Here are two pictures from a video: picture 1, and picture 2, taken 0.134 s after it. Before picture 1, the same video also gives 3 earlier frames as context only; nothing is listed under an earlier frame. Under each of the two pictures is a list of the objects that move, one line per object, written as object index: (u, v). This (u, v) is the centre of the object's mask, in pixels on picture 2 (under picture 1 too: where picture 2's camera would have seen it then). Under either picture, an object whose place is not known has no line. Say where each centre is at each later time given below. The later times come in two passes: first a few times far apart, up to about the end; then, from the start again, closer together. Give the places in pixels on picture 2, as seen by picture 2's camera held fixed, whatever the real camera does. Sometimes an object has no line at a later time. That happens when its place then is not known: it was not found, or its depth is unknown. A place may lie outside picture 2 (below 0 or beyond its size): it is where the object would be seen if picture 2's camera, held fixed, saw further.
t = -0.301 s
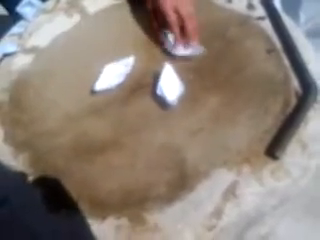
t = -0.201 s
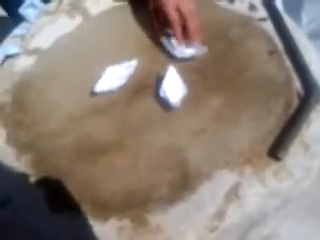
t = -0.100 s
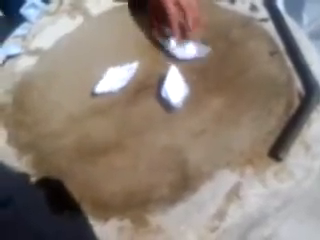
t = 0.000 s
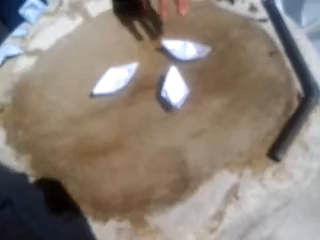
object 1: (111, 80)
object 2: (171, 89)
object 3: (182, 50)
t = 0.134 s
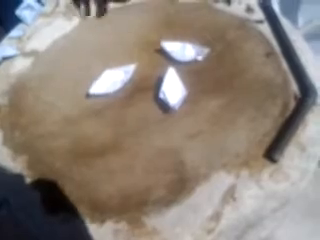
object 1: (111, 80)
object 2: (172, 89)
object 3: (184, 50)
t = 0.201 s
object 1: (111, 80)
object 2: (172, 89)
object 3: (185, 51)
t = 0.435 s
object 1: (111, 80)
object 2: (175, 87)
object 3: (191, 51)
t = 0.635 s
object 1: (110, 80)
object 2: (176, 85)
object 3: (195, 51)
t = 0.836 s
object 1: (109, 78)
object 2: (177, 84)
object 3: (200, 50)
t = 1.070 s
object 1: (107, 75)
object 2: (178, 82)
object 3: (203, 49)
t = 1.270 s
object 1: (105, 73)
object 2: (179, 81)
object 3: (205, 47)
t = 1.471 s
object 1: (103, 70)
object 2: (179, 80)
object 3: (205, 46)
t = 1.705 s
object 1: (102, 66)
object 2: (181, 79)
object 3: (204, 44)
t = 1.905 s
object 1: (100, 62)
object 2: (182, 79)
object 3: (203, 42)
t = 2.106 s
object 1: (99, 59)
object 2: (183, 78)
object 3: (201, 41)
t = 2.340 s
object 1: (99, 55)
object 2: (185, 78)
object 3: (199, 40)
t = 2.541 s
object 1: (100, 53)
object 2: (187, 77)
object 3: (198, 39)
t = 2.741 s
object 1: (101, 50)
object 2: (189, 77)
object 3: (197, 38)
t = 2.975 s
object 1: (102, 47)
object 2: (191, 77)
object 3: (195, 37)
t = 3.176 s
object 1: (103, 46)
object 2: (192, 77)
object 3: (193, 37)
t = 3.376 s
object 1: (103, 44)
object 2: (194, 78)
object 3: (191, 37)
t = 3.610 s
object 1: (104, 42)
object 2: (196, 78)
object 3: (189, 38)
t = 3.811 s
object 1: (104, 40)
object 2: (199, 79)
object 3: (187, 38)
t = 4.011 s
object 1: (105, 39)
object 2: (201, 79)
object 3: (186, 39)
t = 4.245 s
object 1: (106, 38)
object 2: (206, 80)
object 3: (185, 39)
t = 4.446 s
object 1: (107, 37)
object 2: (212, 83)
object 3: (185, 40)
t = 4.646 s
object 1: (109, 37)
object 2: (220, 87)
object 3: (185, 41)
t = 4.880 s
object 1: (111, 36)
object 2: (230, 90)
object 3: (186, 42)
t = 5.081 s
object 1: (114, 35)
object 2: (236, 93)
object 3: (188, 44)
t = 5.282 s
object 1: (117, 35)
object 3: (188, 45)
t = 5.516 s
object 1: (120, 34)
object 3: (189, 47)
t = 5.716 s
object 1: (123, 33)
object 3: (190, 48)
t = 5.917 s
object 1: (125, 34)
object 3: (191, 49)
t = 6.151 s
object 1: (128, 34)
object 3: (194, 51)
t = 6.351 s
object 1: (132, 35)
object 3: (195, 52)
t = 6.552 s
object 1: (136, 35)
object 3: (196, 53)
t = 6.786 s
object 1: (140, 36)
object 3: (199, 53)
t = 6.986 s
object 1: (143, 36)
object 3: (200, 54)
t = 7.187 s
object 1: (146, 37)
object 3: (203, 53)
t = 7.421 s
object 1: (149, 38)
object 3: (204, 53)
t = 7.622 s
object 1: (152, 39)
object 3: (206, 53)
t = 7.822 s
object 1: (155, 41)
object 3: (206, 53)
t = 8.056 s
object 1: (157, 43)
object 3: (207, 53)
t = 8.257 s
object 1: (159, 45)
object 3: (208, 53)
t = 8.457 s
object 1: (162, 46)
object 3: (209, 52)
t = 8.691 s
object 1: (165, 48)
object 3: (208, 52)
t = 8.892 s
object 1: (166, 49)
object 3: (208, 51)
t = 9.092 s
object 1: (168, 50)
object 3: (208, 50)
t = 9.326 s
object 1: (169, 52)
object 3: (208, 50)
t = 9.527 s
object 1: (170, 53)
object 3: (209, 51)
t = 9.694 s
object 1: (171, 54)
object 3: (209, 50)
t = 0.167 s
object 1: (111, 80)
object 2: (172, 89)
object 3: (185, 50)
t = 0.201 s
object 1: (111, 80)
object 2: (172, 89)
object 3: (185, 51)
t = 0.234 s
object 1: (111, 80)
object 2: (173, 89)
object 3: (186, 51)
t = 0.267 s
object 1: (111, 80)
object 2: (173, 89)
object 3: (187, 51)
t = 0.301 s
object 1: (111, 80)
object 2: (173, 88)
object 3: (187, 51)
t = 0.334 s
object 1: (111, 81)
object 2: (173, 88)
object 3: (188, 51)
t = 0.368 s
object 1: (111, 81)
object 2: (174, 88)
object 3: (189, 51)
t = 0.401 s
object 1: (111, 81)
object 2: (174, 87)
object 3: (190, 51)
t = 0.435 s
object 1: (111, 80)
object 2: (175, 87)
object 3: (191, 51)
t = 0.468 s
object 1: (111, 81)
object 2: (175, 87)
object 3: (191, 51)
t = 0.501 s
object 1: (111, 80)
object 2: (175, 86)
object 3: (192, 51)
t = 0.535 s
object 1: (111, 80)
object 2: (175, 86)
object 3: (193, 51)
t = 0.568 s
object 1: (111, 80)
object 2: (176, 85)
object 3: (194, 51)
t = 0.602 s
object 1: (111, 80)
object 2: (176, 85)
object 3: (195, 51)
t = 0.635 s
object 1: (110, 80)
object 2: (176, 85)
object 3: (195, 51)
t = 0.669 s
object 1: (110, 79)
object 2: (176, 85)
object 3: (196, 51)
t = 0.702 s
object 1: (110, 79)
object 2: (176, 85)
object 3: (197, 51)
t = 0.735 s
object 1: (110, 78)
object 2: (177, 85)
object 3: (197, 51)
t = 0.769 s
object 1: (109, 78)
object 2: (177, 84)
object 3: (198, 51)
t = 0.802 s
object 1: (109, 78)
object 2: (177, 84)
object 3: (199, 51)
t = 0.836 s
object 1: (109, 78)
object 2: (177, 84)
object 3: (200, 50)
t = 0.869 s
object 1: (109, 77)
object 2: (178, 84)
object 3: (200, 50)
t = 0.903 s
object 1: (108, 77)
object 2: (178, 83)
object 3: (201, 50)
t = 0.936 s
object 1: (108, 76)
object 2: (178, 83)
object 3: (201, 50)
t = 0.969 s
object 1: (108, 76)
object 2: (178, 83)
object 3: (202, 49)
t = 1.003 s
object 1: (108, 76)
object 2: (178, 83)
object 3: (202, 49)
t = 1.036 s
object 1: (107, 76)
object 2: (178, 83)
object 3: (203, 49)
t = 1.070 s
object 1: (107, 75)
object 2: (178, 82)
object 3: (203, 49)
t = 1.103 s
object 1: (107, 75)
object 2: (178, 81)
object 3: (204, 49)
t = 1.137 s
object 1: (106, 74)
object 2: (178, 81)
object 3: (204, 48)
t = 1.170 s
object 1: (106, 74)
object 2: (178, 81)
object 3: (204, 48)
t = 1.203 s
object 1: (106, 73)
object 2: (178, 81)
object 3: (204, 48)
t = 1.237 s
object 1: (105, 73)
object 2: (178, 81)
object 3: (205, 47)
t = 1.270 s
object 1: (105, 73)
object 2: (179, 81)
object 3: (205, 47)
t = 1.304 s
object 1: (105, 72)
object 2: (179, 81)
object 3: (205, 47)
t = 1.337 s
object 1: (105, 72)
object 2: (179, 80)
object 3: (205, 47)
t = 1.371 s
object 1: (104, 71)
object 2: (180, 80)
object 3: (205, 46)
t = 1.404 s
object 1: (104, 71)
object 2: (180, 80)
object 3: (205, 46)
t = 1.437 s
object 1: (104, 70)
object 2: (180, 80)
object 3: (205, 46)
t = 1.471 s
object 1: (103, 70)
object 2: (179, 80)
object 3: (205, 46)
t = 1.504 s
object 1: (103, 69)
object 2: (180, 80)
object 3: (205, 46)
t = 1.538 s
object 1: (103, 69)
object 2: (180, 79)
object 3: (205, 45)
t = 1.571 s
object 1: (103, 68)
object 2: (180, 79)
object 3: (205, 45)
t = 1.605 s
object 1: (102, 68)
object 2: (180, 79)
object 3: (205, 44)
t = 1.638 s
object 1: (102, 67)
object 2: (180, 79)
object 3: (204, 44)
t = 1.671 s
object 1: (102, 66)
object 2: (181, 79)
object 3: (205, 44)
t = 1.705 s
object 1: (102, 66)
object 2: (181, 79)
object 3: (204, 44)
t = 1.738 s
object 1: (101, 65)
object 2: (181, 79)
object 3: (204, 44)
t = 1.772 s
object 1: (101, 65)
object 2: (181, 79)
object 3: (204, 43)
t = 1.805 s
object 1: (100, 64)
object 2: (181, 79)
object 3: (203, 43)
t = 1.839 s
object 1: (100, 64)
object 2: (182, 79)
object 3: (203, 43)
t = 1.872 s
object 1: (100, 63)
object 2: (182, 79)
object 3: (203, 42)
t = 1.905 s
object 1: (100, 62)
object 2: (182, 79)
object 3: (203, 42)
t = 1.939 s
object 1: (100, 62)
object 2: (182, 79)
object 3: (202, 42)
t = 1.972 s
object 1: (99, 61)
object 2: (183, 79)
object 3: (202, 42)
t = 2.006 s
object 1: (99, 60)
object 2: (183, 78)
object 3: (202, 41)
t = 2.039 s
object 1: (99, 60)
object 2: (183, 78)
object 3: (202, 42)
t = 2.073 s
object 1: (99, 59)
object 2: (183, 78)
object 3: (201, 41)
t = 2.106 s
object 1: (99, 59)
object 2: (183, 78)
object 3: (201, 41)
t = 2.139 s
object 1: (99, 58)
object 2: (184, 78)
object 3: (201, 41)
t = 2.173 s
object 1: (99, 58)
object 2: (184, 78)
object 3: (200, 41)
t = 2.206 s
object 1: (99, 57)
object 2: (184, 78)
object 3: (200, 40)
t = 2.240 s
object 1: (99, 57)
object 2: (184, 78)
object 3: (200, 40)
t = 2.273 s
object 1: (99, 56)
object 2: (184, 78)
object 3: (199, 40)
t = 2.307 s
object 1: (99, 56)
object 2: (184, 78)
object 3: (199, 40)
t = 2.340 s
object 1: (99, 55)
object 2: (185, 78)
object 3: (199, 40)
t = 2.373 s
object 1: (99, 55)
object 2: (185, 78)
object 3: (199, 40)
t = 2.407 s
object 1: (99, 55)
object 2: (185, 78)
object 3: (199, 40)
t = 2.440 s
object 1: (99, 54)
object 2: (186, 78)
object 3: (198, 39)
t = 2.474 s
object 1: (99, 54)
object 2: (186, 78)
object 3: (198, 39)
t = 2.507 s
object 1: (100, 53)
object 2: (187, 77)
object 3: (198, 39)
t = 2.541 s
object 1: (100, 53)
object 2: (187, 77)
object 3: (198, 39)
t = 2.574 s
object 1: (100, 52)
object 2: (188, 77)
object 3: (197, 38)
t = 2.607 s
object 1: (100, 52)
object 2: (188, 77)
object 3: (197, 38)
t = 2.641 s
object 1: (100, 52)
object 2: (189, 77)
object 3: (197, 38)
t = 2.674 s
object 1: (100, 51)
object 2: (189, 77)
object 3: (197, 38)
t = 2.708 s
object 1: (100, 51)
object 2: (189, 77)
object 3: (197, 38)
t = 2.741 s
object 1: (101, 50)
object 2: (189, 77)
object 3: (197, 38)
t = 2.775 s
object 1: (101, 50)
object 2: (189, 77)
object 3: (197, 38)
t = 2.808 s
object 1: (101, 49)
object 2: (190, 77)
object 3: (196, 38)
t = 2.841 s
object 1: (101, 49)
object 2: (190, 77)
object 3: (196, 37)
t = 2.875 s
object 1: (101, 49)
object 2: (190, 77)
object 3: (196, 37)
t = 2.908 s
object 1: (102, 48)
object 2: (190, 77)
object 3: (196, 37)
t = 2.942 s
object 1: (102, 48)
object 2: (191, 77)
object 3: (195, 37)
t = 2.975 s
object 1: (102, 47)
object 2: (191, 77)
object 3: (195, 37)
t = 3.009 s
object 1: (102, 47)
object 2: (191, 77)
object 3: (195, 37)
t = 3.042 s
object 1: (103, 47)
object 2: (192, 77)
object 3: (195, 37)
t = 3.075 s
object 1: (103, 47)
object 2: (192, 77)
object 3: (194, 37)
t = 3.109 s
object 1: (103, 46)
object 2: (192, 77)
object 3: (194, 37)
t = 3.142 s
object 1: (103, 46)
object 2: (192, 77)
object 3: (194, 37)
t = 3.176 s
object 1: (103, 46)
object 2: (192, 77)
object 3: (193, 37)
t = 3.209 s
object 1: (103, 46)
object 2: (193, 77)
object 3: (193, 37)
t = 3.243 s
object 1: (103, 45)
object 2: (193, 77)
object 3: (193, 37)
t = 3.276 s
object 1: (103, 45)
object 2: (193, 78)
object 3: (192, 37)
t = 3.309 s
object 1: (103, 44)
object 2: (193, 78)
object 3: (192, 37)
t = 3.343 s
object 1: (103, 44)
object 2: (194, 78)
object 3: (191, 37)
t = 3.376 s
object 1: (103, 44)
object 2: (194, 78)
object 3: (191, 37)
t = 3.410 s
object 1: (103, 44)
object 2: (194, 78)
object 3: (191, 38)
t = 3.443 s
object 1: (103, 43)
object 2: (194, 78)
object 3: (190, 38)
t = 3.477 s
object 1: (103, 43)
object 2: (195, 78)
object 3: (190, 38)
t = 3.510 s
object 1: (103, 43)
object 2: (195, 78)
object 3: (190, 38)
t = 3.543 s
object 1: (104, 43)
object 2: (195, 78)
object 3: (189, 38)
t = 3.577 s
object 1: (104, 42)
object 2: (196, 78)
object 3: (189, 38)
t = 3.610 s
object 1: (104, 42)
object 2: (196, 78)
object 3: (189, 38)
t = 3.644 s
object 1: (104, 42)
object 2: (197, 78)
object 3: (189, 38)
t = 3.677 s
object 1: (104, 41)
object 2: (197, 78)
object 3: (188, 38)
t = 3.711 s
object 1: (104, 41)
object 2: (197, 78)
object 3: (188, 38)
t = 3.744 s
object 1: (104, 41)
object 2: (198, 78)
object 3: (188, 38)
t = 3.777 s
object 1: (104, 40)
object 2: (198, 79)
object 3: (188, 39)
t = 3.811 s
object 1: (104, 40)
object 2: (199, 79)
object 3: (187, 38)
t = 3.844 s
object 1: (104, 40)
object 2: (199, 79)
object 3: (187, 39)
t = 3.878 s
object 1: (104, 40)
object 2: (199, 79)
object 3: (187, 39)
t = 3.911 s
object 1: (104, 39)
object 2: (200, 79)
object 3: (187, 39)
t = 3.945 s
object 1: (104, 39)
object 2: (200, 79)
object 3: (186, 39)
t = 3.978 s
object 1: (105, 39)
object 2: (201, 79)
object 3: (186, 39)
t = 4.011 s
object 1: (105, 39)
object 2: (201, 79)
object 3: (186, 39)
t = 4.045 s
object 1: (105, 39)
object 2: (202, 80)
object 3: (186, 39)
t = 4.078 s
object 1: (105, 39)
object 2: (202, 80)
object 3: (186, 39)
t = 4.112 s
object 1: (105, 39)
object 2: (203, 80)
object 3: (185, 39)
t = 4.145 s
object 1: (105, 39)
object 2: (204, 80)
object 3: (185, 39)
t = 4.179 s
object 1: (105, 38)
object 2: (204, 80)
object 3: (185, 39)
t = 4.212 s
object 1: (105, 38)
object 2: (205, 80)
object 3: (185, 39)
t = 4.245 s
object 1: (106, 38)
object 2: (206, 80)
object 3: (185, 39)
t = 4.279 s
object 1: (106, 38)
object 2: (207, 81)
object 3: (185, 39)
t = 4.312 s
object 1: (106, 37)
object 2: (208, 81)
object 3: (185, 39)
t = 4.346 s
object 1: (107, 37)
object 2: (209, 82)
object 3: (185, 39)
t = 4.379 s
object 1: (107, 37)
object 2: (209, 82)
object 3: (185, 39)
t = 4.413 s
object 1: (107, 37)
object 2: (211, 83)
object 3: (185, 40)
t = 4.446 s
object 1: (107, 37)
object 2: (212, 83)
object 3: (185, 40)
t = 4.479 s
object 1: (107, 37)
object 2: (213, 84)
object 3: (185, 40)
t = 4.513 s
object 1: (108, 37)
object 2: (214, 84)
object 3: (185, 40)
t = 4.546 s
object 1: (108, 37)
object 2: (216, 85)
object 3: (185, 40)
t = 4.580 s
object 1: (108, 37)
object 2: (217, 86)
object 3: (185, 40)
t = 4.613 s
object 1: (108, 37)
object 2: (219, 87)
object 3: (185, 40)
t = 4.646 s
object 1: (109, 37)
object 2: (220, 87)
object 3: (185, 41)
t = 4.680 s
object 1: (109, 37)
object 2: (222, 87)
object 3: (185, 41)
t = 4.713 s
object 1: (110, 37)
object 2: (224, 88)
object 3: (185, 41)
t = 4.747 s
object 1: (110, 37)
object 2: (224, 89)
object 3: (185, 42)
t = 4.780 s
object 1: (110, 36)
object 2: (226, 89)
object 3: (186, 42)
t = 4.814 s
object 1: (111, 36)
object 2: (228, 90)
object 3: (186, 42)
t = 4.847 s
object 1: (111, 36)
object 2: (229, 90)
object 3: (186, 42)
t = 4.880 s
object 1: (111, 36)
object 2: (230, 90)
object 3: (186, 42)
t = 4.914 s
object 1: (112, 36)
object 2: (232, 91)
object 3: (187, 43)
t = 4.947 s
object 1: (112, 36)
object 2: (232, 91)
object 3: (187, 43)
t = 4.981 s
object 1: (112, 36)
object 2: (233, 92)
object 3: (187, 43)
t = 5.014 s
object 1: (113, 36)
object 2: (234, 92)
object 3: (187, 43)
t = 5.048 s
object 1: (114, 36)
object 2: (235, 92)
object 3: (187, 44)
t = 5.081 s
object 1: (114, 35)
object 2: (236, 93)
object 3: (188, 44)
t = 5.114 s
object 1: (115, 35)
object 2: (237, 93)
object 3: (188, 44)
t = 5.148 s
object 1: (115, 36)
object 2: (238, 93)
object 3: (188, 44)
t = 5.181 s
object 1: (116, 35)
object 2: (239, 93)
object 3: (188, 44)
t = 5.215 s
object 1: (116, 35)
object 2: (239, 93)
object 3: (188, 45)
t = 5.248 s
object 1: (117, 35)
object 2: (240, 93)
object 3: (188, 45)
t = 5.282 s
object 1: (117, 35)
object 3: (188, 45)
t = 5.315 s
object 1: (117, 35)
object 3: (188, 45)
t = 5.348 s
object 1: (119, 34)
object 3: (189, 46)
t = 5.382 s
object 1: (119, 34)
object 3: (189, 46)
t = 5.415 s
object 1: (119, 34)
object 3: (189, 46)
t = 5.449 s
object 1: (120, 34)
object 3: (189, 47)
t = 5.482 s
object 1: (120, 34)
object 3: (189, 47)
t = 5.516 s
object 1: (120, 34)
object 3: (189, 47)
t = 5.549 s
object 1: (121, 34)
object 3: (190, 47)
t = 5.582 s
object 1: (122, 33)
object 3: (190, 47)
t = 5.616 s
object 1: (122, 34)
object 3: (190, 48)
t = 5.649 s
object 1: (122, 34)
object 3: (190, 48)
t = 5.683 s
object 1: (123, 33)
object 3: (191, 48)
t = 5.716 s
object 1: (123, 33)
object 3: (190, 48)
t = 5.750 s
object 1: (123, 33)
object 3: (191, 49)
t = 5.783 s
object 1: (124, 33)
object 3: (191, 49)
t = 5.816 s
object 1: (124, 33)
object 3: (191, 49)
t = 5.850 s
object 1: (124, 33)
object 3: (192, 49)
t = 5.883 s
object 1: (124, 33)
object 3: (191, 49)
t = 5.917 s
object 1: (125, 34)
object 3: (191, 49)
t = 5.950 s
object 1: (125, 34)
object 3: (192, 50)
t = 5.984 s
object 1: (126, 34)
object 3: (192, 50)
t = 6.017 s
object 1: (126, 34)
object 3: (193, 50)
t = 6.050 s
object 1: (127, 34)
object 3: (193, 50)
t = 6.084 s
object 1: (127, 34)
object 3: (193, 50)
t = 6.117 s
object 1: (128, 34)
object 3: (193, 51)
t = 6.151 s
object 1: (128, 34)
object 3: (194, 51)
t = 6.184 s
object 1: (129, 34)
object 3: (194, 51)
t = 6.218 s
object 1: (130, 35)
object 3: (194, 51)
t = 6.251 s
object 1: (130, 35)
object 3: (194, 52)
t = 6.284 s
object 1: (131, 35)
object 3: (194, 52)
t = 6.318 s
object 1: (131, 35)
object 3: (194, 52)
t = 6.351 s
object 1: (132, 35)
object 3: (195, 52)
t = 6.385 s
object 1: (132, 35)
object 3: (195, 52)
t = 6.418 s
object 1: (133, 35)
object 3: (195, 52)
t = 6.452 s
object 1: (134, 35)
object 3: (195, 52)
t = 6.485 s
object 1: (135, 35)
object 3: (196, 52)
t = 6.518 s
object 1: (135, 35)
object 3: (196, 53)
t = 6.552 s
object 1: (136, 35)
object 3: (196, 53)
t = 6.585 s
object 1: (137, 35)
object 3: (197, 53)
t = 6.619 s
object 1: (137, 35)
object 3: (197, 53)
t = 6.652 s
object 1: (138, 35)
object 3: (197, 53)
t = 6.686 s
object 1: (138, 36)
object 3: (197, 53)
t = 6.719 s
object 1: (139, 35)
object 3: (198, 53)
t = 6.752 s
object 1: (139, 36)
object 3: (198, 54)
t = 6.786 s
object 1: (140, 36)
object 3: (199, 53)
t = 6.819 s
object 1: (140, 36)
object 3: (198, 53)
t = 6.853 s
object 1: (141, 36)
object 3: (199, 54)
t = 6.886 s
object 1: (142, 36)
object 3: (199, 53)
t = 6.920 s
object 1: (142, 36)
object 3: (200, 53)
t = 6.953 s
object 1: (143, 36)
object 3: (200, 54)
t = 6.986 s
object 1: (143, 36)
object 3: (200, 54)
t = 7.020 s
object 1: (143, 36)
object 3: (201, 54)
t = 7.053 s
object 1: (144, 36)
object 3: (202, 54)
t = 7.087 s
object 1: (145, 36)
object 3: (202, 54)
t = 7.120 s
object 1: (145, 36)
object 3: (202, 53)
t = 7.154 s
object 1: (145, 37)
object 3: (203, 53)
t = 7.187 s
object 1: (146, 37)
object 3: (203, 53)
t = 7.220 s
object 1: (146, 37)
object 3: (203, 53)
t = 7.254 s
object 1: (147, 37)
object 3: (203, 53)
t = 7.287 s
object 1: (147, 37)
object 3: (203, 53)
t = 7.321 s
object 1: (148, 37)
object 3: (204, 53)
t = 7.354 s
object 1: (148, 37)
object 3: (204, 53)
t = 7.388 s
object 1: (149, 38)
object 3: (204, 53)
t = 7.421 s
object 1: (149, 38)
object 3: (204, 53)
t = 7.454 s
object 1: (150, 38)
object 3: (205, 53)
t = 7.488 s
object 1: (150, 38)
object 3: (205, 53)
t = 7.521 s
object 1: (151, 38)
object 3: (205, 53)
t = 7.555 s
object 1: (151, 39)
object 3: (205, 53)
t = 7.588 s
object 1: (151, 39)
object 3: (205, 53)
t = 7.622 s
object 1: (152, 39)
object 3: (206, 53)
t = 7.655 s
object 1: (152, 40)
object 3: (206, 53)
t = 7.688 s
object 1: (153, 40)
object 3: (206, 53)
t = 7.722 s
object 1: (153, 40)
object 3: (206, 53)
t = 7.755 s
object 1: (153, 40)
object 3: (206, 53)
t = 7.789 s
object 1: (154, 41)
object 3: (207, 53)
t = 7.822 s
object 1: (155, 41)
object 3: (206, 53)
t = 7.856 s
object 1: (155, 42)
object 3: (207, 53)
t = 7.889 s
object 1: (155, 42)
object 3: (207, 53)
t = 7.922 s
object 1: (155, 42)
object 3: (207, 53)
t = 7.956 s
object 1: (156, 43)
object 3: (207, 53)
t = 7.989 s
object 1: (156, 43)
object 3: (207, 53)
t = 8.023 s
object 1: (156, 43)
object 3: (207, 53)
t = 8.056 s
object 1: (157, 43)
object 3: (207, 53)
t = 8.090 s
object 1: (157, 43)
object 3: (207, 53)
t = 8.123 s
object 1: (157, 43)
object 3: (208, 53)
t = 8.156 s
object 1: (158, 44)
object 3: (208, 53)
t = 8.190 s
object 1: (158, 44)
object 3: (208, 53)
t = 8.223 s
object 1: (158, 44)
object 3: (208, 53)
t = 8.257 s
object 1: (159, 45)
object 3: (208, 53)
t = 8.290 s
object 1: (160, 45)
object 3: (208, 53)
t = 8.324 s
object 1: (160, 45)
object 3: (208, 52)
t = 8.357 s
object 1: (161, 45)
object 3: (209, 52)
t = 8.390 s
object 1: (161, 45)
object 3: (208, 53)
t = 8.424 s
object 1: (162, 46)
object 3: (209, 52)
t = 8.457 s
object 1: (162, 46)
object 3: (209, 52)
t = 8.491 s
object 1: (163, 46)
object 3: (209, 52)
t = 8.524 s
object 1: (163, 47)
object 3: (209, 52)
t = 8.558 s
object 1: (164, 47)
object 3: (209, 52)
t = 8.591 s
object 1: (164, 47)
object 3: (209, 52)
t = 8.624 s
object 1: (164, 47)
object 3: (209, 52)
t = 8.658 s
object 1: (165, 47)
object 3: (208, 52)
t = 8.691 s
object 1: (165, 48)
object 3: (208, 52)
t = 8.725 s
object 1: (165, 48)
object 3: (209, 52)
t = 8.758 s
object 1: (165, 48)
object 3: (209, 52)
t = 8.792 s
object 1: (166, 48)
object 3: (209, 51)
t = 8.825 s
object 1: (166, 48)
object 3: (209, 51)
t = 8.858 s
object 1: (166, 49)
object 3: (208, 51)
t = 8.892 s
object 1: (166, 49)
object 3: (208, 51)
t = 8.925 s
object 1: (166, 49)
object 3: (208, 51)
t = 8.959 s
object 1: (166, 49)
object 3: (208, 51)
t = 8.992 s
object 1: (167, 50)
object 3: (208, 51)
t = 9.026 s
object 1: (167, 50)
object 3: (208, 51)
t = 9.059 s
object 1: (167, 50)
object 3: (208, 51)
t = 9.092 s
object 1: (168, 50)
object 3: (208, 50)
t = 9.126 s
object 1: (168, 51)
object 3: (208, 50)
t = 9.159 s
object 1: (168, 51)
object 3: (208, 50)
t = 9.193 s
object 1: (168, 51)
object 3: (208, 50)
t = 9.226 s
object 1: (168, 51)
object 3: (208, 50)
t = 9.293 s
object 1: (169, 52)
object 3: (208, 50)
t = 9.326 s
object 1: (169, 52)
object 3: (208, 50)
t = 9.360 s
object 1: (169, 52)
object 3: (209, 51)
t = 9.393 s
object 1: (169, 52)
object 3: (209, 51)
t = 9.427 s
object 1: (170, 53)
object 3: (208, 50)
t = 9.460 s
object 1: (170, 53)
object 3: (208, 50)
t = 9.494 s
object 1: (170, 53)
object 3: (209, 50)
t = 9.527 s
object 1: (170, 53)
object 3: (209, 51)
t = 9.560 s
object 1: (170, 54)
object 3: (208, 50)
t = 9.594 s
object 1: (170, 54)
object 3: (208, 50)
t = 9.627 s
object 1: (170, 54)
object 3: (208, 50)
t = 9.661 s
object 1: (171, 54)
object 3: (209, 50)
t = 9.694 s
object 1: (171, 54)
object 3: (209, 50)
